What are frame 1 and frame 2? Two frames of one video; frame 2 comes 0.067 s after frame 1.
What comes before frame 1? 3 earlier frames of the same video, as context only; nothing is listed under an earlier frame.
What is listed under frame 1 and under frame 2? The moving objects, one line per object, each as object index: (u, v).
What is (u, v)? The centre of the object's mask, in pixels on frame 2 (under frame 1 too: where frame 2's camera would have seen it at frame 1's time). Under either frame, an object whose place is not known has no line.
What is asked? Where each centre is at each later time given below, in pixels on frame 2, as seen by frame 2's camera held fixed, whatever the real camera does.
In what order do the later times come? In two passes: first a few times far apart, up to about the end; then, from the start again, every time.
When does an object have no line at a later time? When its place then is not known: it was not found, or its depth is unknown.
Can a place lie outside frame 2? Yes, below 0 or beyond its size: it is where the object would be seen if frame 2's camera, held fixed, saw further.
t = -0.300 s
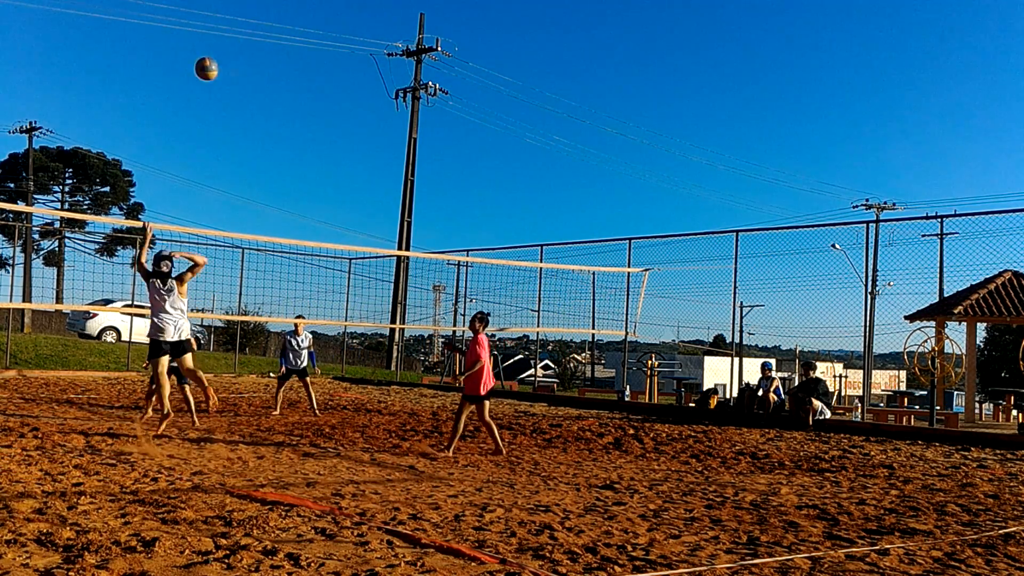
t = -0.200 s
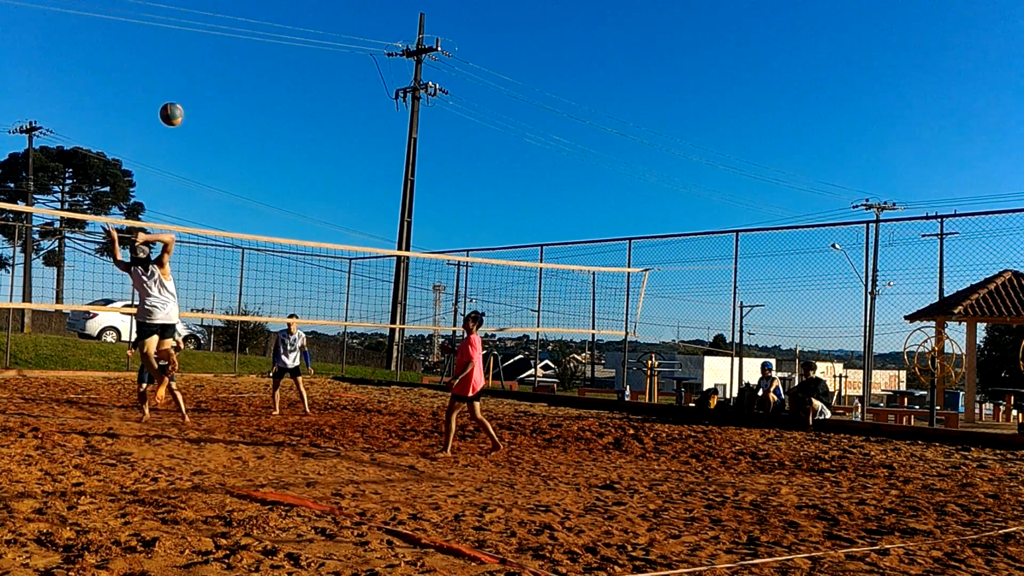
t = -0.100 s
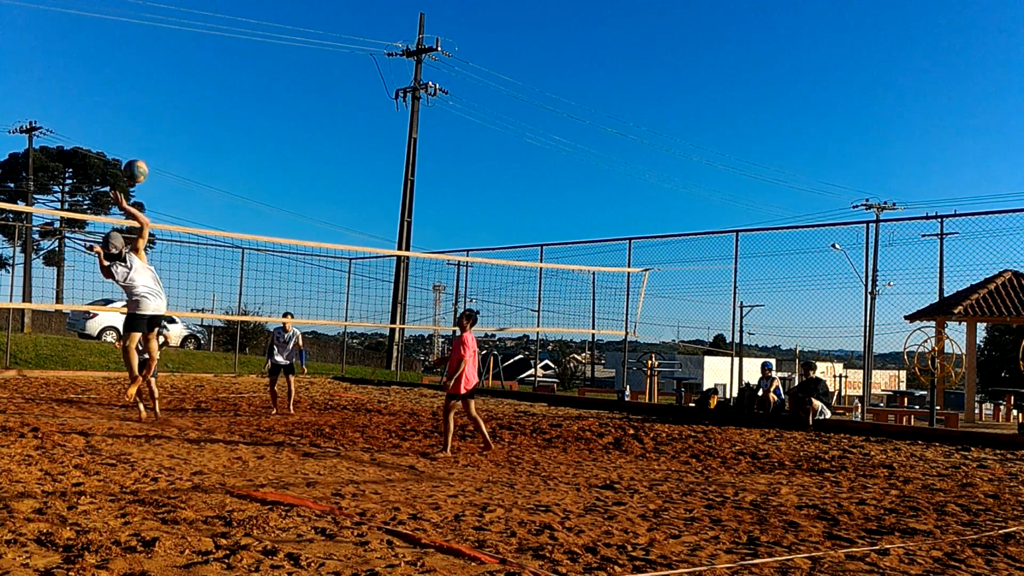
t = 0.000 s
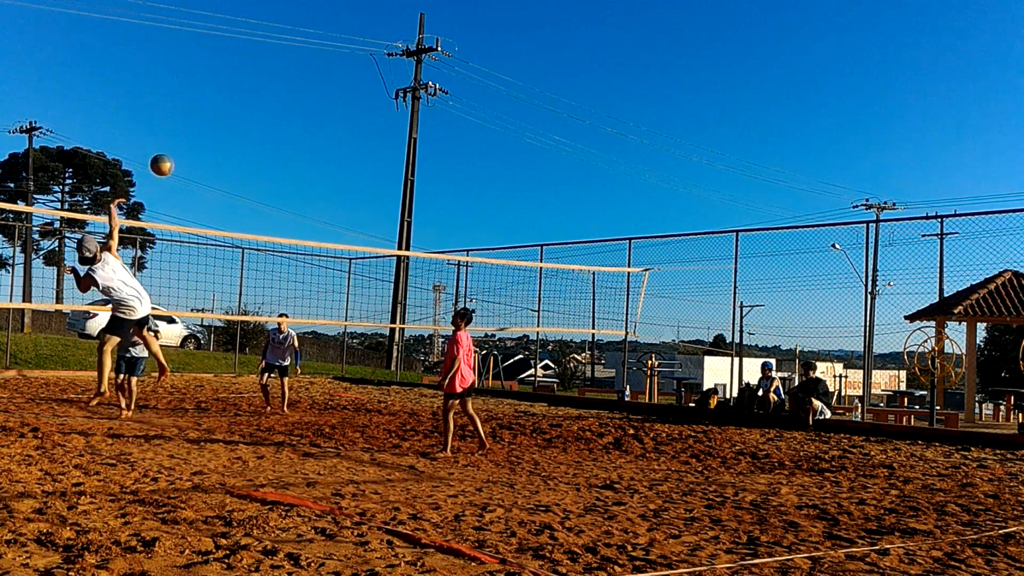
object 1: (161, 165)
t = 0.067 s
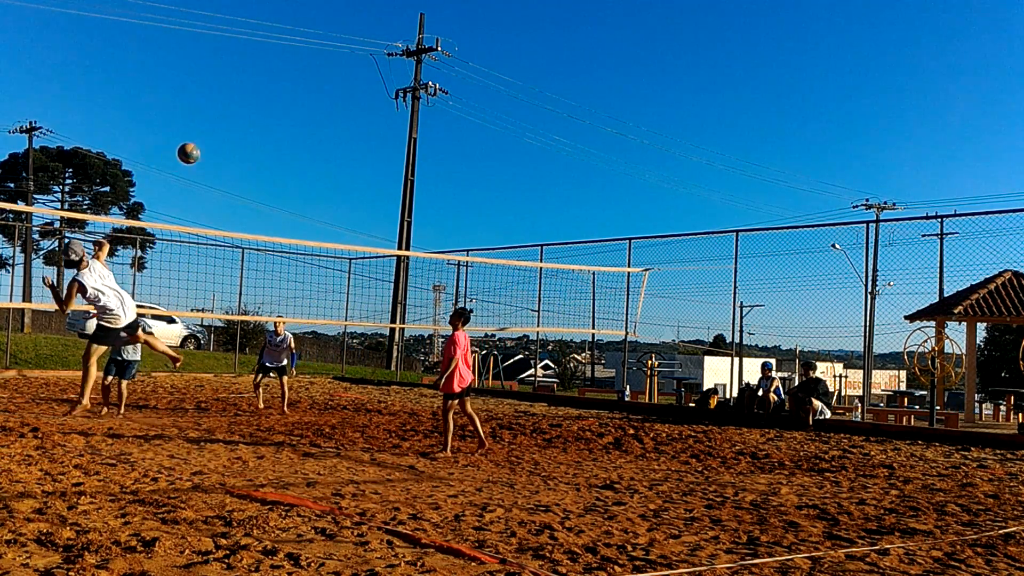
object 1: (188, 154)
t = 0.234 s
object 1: (245, 145)
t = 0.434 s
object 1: (301, 164)
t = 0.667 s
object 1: (351, 217)
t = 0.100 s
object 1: (201, 150)
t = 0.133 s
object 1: (213, 147)
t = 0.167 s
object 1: (224, 145)
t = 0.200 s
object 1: (235, 145)
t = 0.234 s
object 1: (245, 145)
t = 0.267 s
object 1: (256, 146)
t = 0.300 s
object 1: (266, 148)
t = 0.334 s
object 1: (275, 151)
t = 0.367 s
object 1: (283, 155)
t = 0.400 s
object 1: (293, 159)
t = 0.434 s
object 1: (301, 164)
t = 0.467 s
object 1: (309, 169)
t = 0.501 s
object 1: (317, 176)
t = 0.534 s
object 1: (324, 183)
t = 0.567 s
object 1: (331, 190)
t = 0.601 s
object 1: (338, 199)
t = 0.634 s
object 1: (344, 207)
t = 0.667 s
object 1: (351, 217)
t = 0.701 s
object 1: (357, 226)
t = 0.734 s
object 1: (362, 237)
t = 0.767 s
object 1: (368, 246)
